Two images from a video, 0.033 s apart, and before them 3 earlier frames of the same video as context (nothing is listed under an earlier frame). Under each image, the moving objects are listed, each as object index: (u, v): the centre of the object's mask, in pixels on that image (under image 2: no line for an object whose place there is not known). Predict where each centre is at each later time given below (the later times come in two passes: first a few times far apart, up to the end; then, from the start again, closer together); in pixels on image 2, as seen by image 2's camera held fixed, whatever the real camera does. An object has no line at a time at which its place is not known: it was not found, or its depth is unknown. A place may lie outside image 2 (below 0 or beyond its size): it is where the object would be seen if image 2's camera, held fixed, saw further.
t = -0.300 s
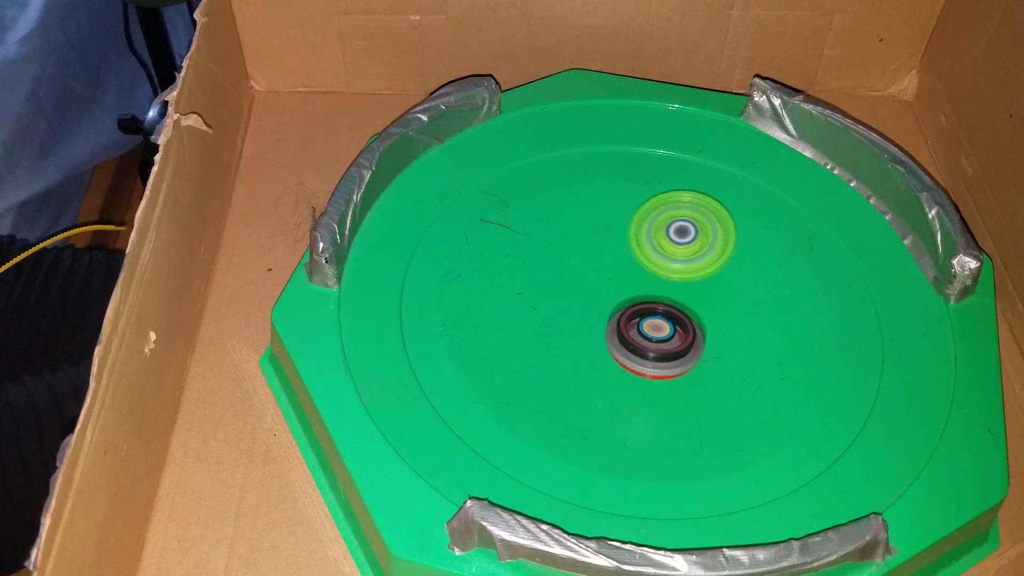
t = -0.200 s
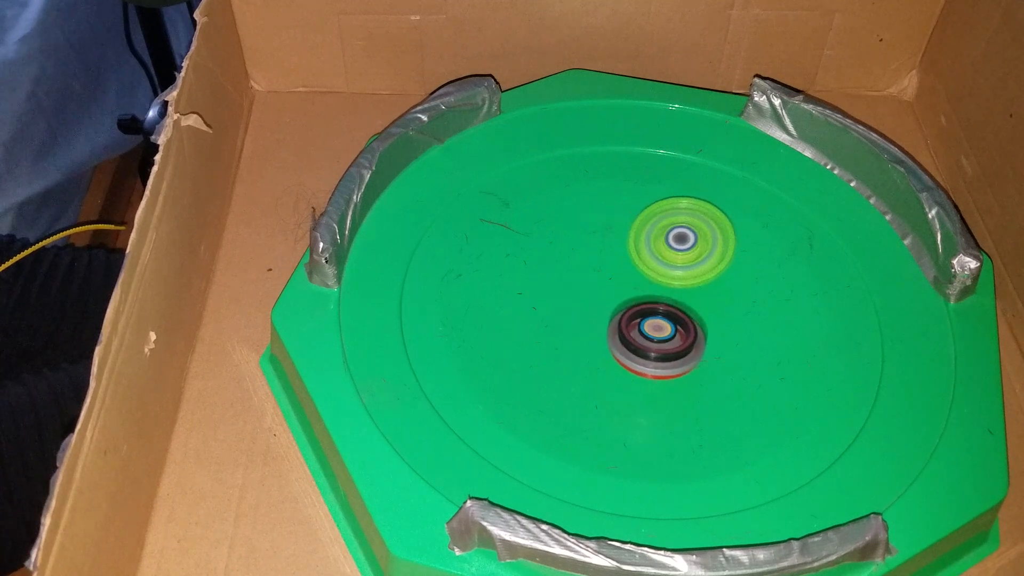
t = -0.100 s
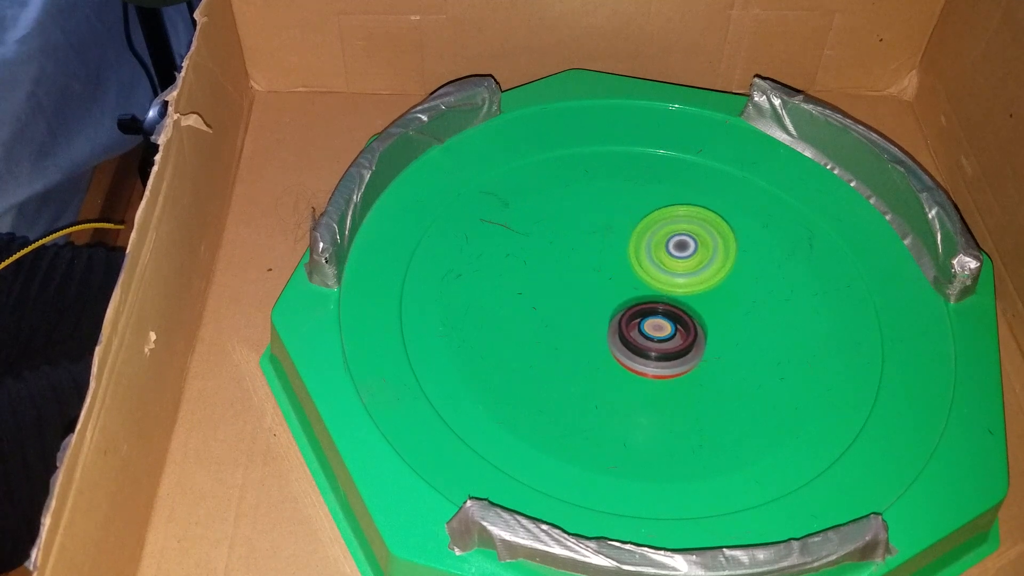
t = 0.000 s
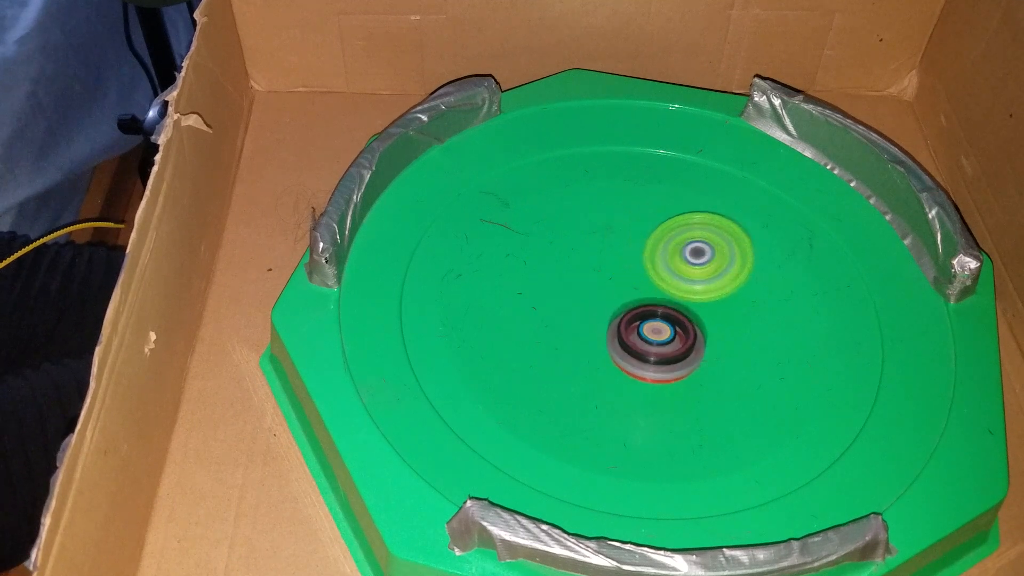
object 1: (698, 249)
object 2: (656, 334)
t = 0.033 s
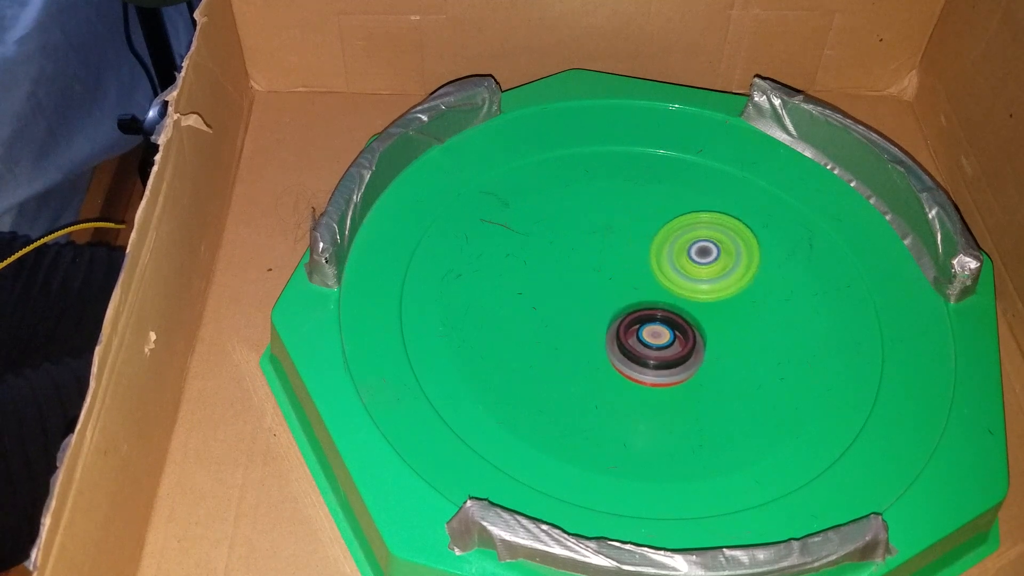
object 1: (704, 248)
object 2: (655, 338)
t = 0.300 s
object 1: (712, 254)
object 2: (657, 346)
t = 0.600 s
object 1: (715, 266)
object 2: (647, 347)
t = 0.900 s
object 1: (704, 277)
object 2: (622, 332)
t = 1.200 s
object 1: (704, 266)
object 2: (590, 304)
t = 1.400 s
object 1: (700, 275)
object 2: (593, 293)
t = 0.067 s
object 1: (707, 246)
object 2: (655, 340)
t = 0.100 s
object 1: (708, 250)
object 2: (655, 340)
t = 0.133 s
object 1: (707, 252)
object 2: (656, 340)
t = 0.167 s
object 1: (707, 255)
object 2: (657, 339)
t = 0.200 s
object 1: (706, 257)
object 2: (658, 337)
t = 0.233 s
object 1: (705, 259)
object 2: (659, 336)
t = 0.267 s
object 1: (708, 252)
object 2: (658, 342)
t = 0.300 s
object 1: (712, 254)
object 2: (657, 346)
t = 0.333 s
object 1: (715, 257)
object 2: (657, 348)
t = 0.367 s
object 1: (715, 256)
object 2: (658, 348)
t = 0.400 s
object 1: (714, 259)
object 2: (658, 347)
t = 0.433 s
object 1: (712, 262)
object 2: (659, 345)
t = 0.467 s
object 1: (710, 265)
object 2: (659, 343)
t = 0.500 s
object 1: (711, 266)
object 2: (657, 343)
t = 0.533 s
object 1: (715, 264)
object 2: (653, 347)
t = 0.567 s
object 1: (716, 264)
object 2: (650, 348)
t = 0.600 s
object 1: (715, 266)
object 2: (647, 347)
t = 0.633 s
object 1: (713, 269)
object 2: (646, 346)
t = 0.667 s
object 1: (710, 272)
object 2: (644, 343)
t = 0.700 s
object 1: (712, 271)
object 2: (637, 345)
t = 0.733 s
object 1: (715, 269)
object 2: (630, 347)
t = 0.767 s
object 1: (715, 270)
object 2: (626, 346)
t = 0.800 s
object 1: (713, 271)
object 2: (623, 344)
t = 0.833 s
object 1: (711, 273)
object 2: (622, 340)
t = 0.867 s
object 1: (707, 275)
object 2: (622, 336)
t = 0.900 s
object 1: (704, 277)
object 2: (622, 332)
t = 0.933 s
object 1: (719, 270)
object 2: (603, 335)
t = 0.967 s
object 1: (731, 264)
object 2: (588, 335)
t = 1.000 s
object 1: (736, 261)
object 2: (578, 334)
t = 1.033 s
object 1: (735, 261)
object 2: (575, 330)
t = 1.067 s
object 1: (730, 261)
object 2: (576, 325)
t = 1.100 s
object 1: (725, 262)
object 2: (579, 319)
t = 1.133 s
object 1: (717, 263)
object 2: (582, 314)
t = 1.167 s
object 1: (710, 265)
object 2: (586, 308)
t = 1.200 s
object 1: (704, 266)
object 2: (590, 304)
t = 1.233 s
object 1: (697, 268)
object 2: (595, 300)
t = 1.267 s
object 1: (699, 269)
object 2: (592, 298)
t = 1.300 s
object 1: (702, 270)
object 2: (589, 297)
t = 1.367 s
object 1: (700, 274)
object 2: (592, 295)
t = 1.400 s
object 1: (700, 275)
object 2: (593, 293)
